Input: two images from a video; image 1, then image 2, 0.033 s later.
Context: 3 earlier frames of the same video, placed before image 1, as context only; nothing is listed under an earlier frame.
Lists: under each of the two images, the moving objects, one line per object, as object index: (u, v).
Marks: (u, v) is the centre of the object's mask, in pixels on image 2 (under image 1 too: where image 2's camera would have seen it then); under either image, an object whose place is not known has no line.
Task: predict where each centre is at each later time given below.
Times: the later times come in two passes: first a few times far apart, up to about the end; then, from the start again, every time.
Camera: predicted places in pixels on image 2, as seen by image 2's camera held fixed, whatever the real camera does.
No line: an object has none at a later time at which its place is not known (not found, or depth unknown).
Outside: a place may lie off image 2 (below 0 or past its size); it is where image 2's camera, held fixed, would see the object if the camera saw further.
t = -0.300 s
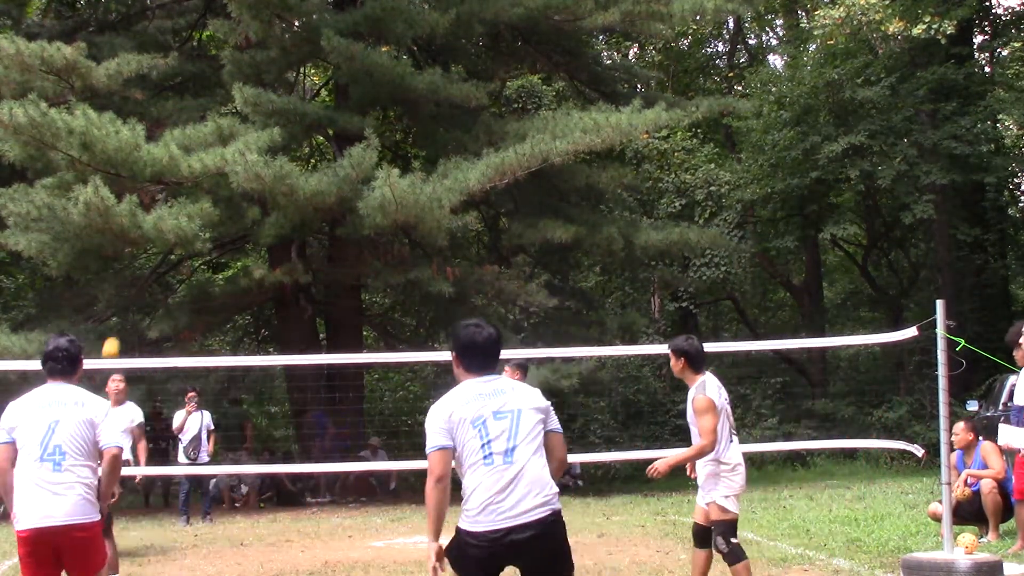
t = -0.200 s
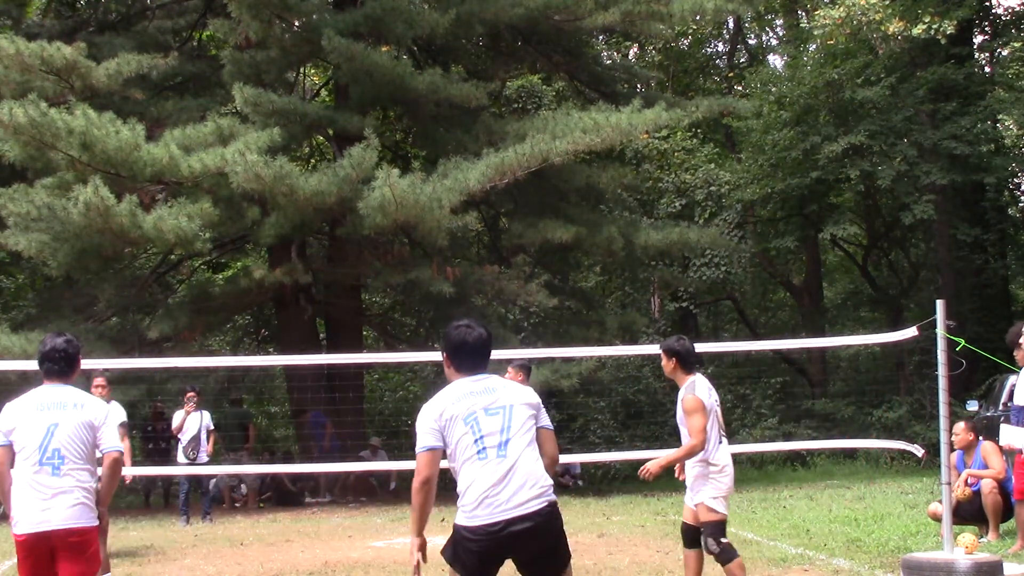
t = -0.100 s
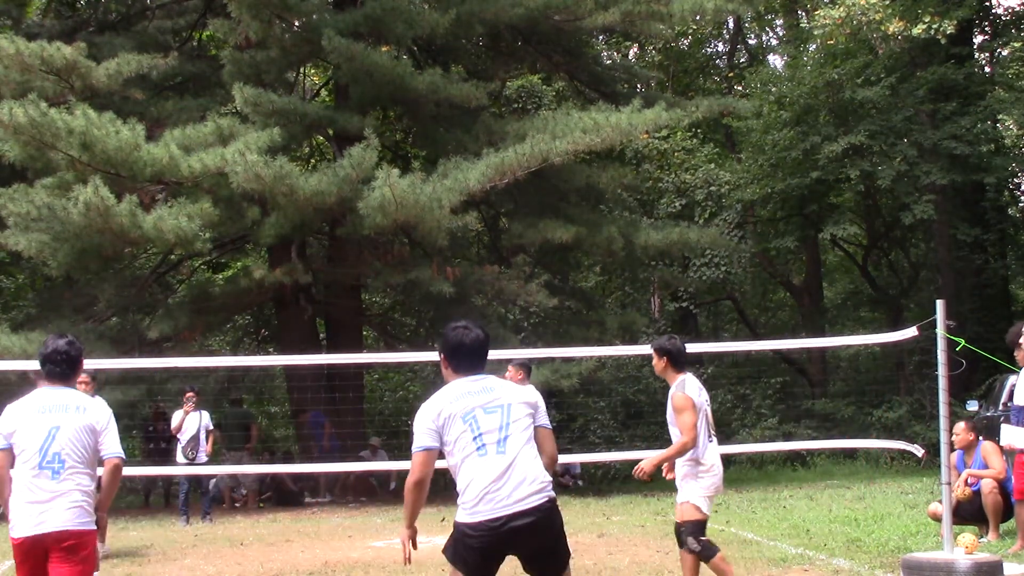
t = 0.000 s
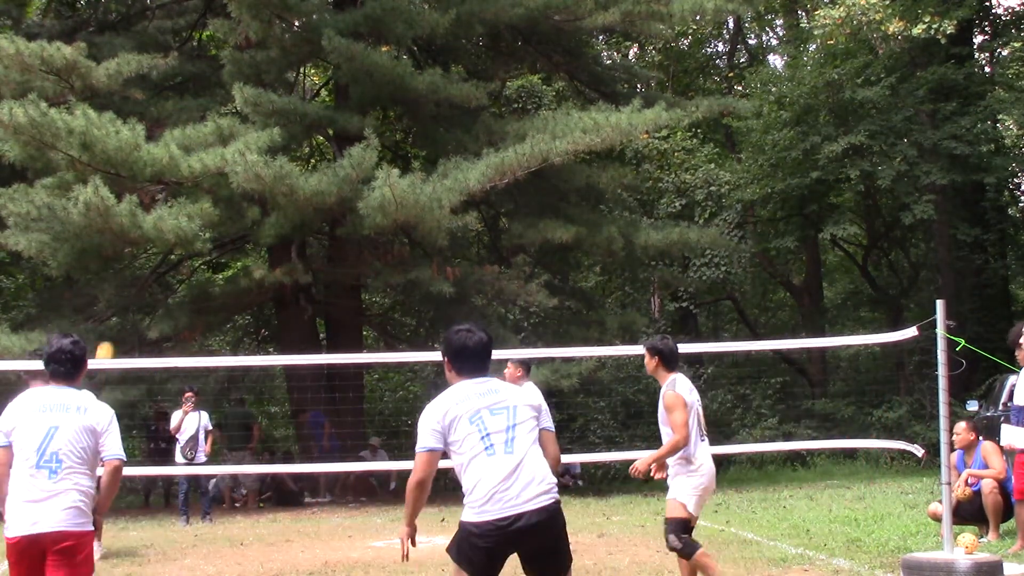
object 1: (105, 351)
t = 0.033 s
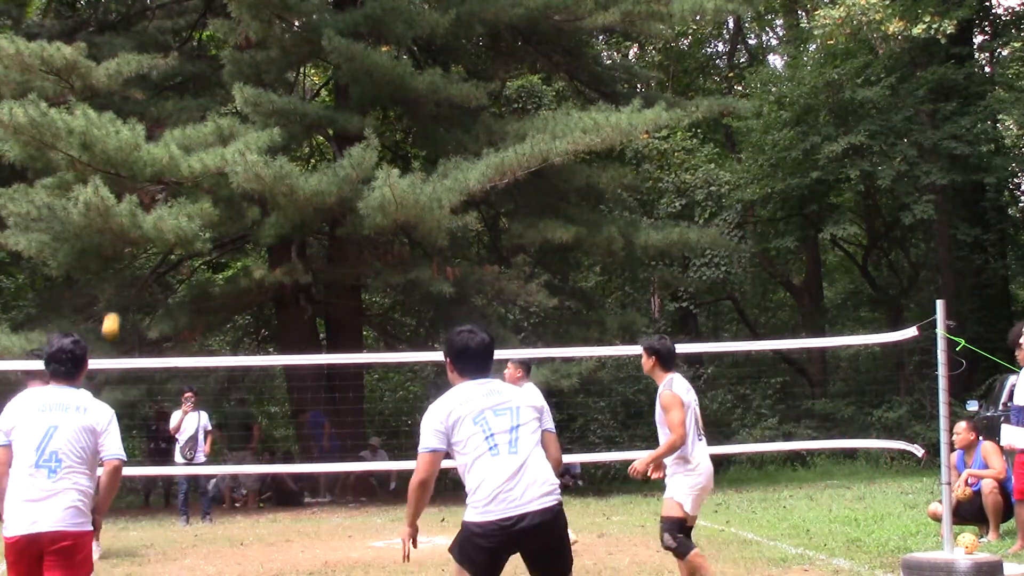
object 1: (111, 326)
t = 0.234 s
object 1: (151, 177)
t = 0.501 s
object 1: (204, 58)
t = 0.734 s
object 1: (251, 24)
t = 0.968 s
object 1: (302, 55)
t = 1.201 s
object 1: (353, 153)
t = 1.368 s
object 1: (391, 267)
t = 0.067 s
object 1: (117, 296)
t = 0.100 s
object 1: (124, 270)
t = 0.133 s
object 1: (131, 245)
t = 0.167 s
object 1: (137, 220)
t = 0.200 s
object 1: (144, 198)
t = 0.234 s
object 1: (151, 177)
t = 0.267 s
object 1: (157, 158)
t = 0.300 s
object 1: (163, 139)
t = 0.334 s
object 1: (170, 122)
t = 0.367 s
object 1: (177, 107)
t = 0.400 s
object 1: (184, 93)
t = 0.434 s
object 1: (190, 80)
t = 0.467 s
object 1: (197, 69)
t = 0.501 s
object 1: (204, 58)
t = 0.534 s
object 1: (210, 50)
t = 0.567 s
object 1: (217, 42)
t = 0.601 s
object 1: (224, 36)
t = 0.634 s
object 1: (231, 31)
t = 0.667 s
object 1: (238, 27)
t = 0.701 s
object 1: (245, 25)
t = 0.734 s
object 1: (251, 24)
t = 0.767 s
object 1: (259, 25)
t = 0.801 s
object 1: (265, 26)
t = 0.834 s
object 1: (273, 29)
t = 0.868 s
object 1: (280, 34)
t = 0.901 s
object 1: (287, 40)
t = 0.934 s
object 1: (294, 47)
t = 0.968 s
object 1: (302, 55)
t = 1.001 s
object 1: (309, 65)
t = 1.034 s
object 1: (316, 76)
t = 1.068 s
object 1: (324, 90)
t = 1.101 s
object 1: (331, 104)
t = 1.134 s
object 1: (338, 119)
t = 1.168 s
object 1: (346, 135)
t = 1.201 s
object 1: (353, 153)
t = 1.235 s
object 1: (361, 174)
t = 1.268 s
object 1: (368, 194)
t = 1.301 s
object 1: (376, 217)
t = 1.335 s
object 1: (384, 242)
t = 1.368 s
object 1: (391, 267)
